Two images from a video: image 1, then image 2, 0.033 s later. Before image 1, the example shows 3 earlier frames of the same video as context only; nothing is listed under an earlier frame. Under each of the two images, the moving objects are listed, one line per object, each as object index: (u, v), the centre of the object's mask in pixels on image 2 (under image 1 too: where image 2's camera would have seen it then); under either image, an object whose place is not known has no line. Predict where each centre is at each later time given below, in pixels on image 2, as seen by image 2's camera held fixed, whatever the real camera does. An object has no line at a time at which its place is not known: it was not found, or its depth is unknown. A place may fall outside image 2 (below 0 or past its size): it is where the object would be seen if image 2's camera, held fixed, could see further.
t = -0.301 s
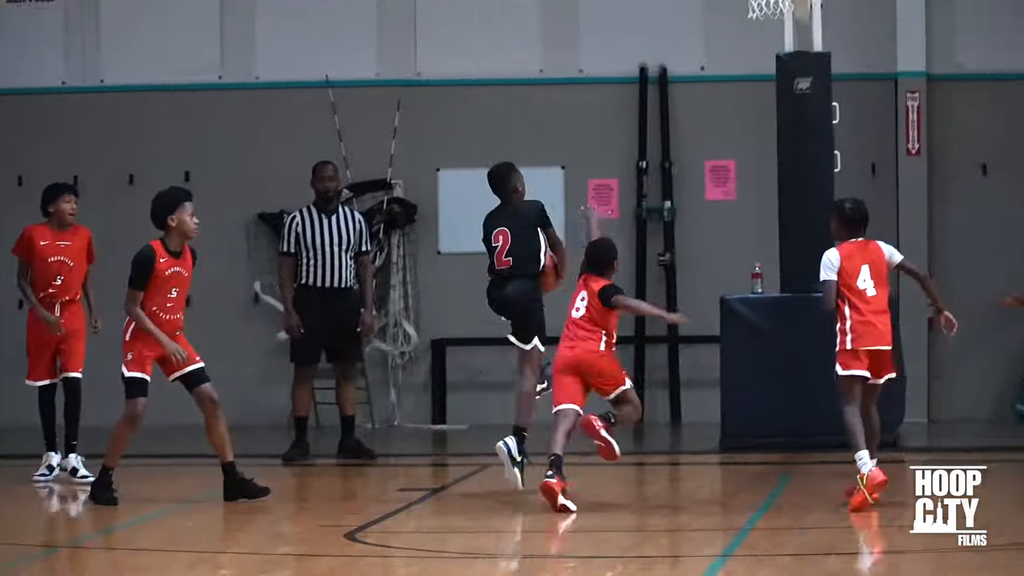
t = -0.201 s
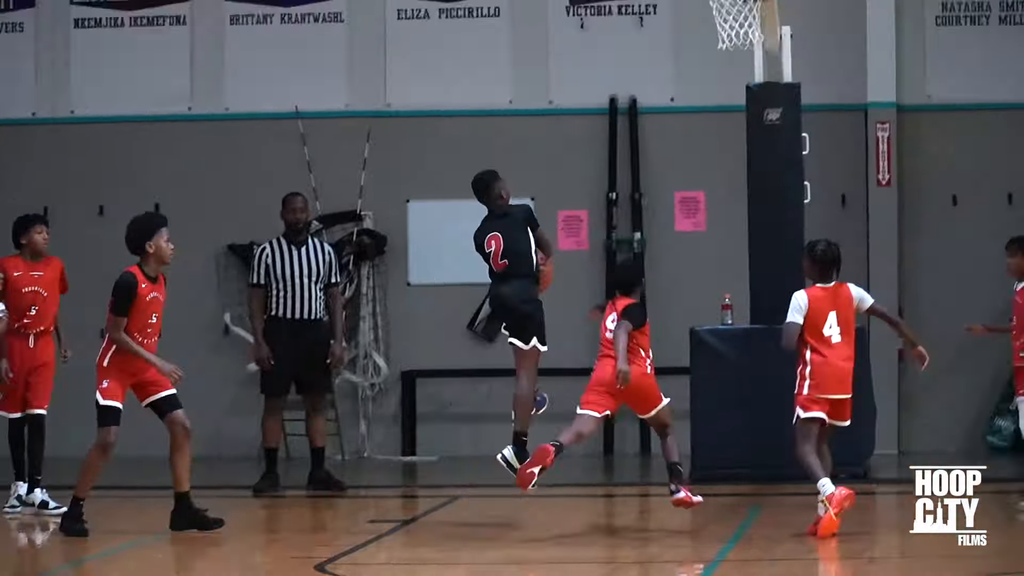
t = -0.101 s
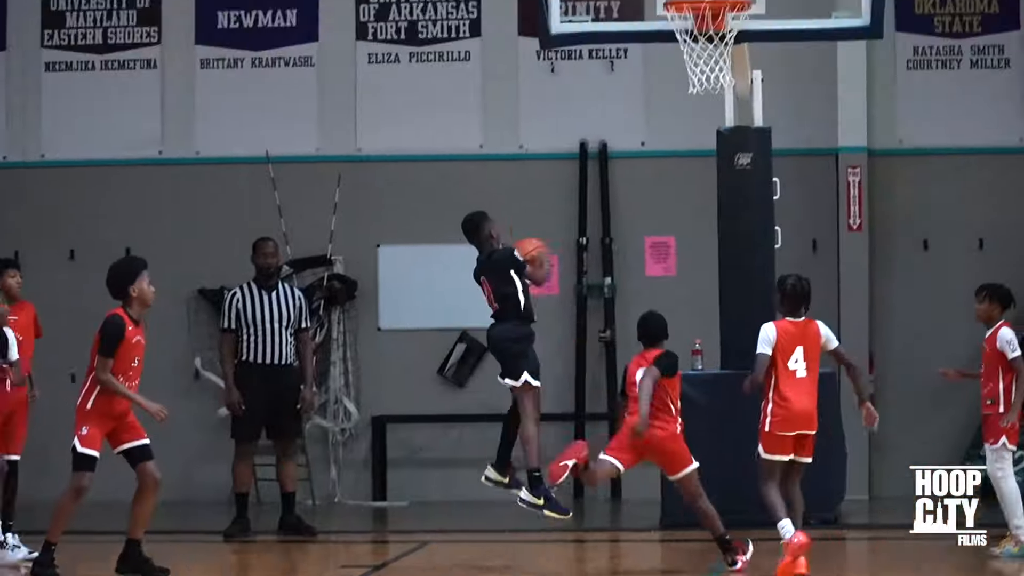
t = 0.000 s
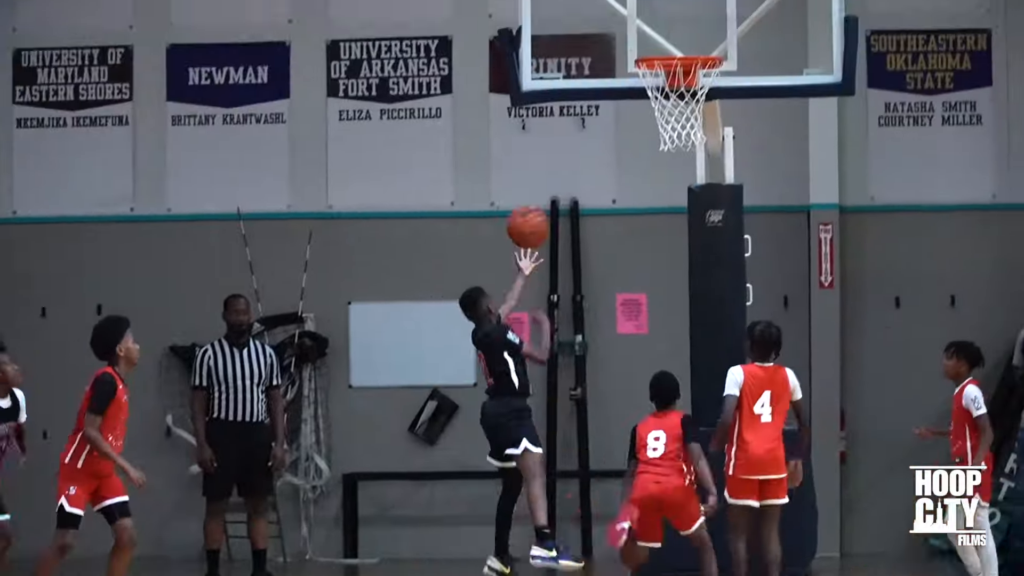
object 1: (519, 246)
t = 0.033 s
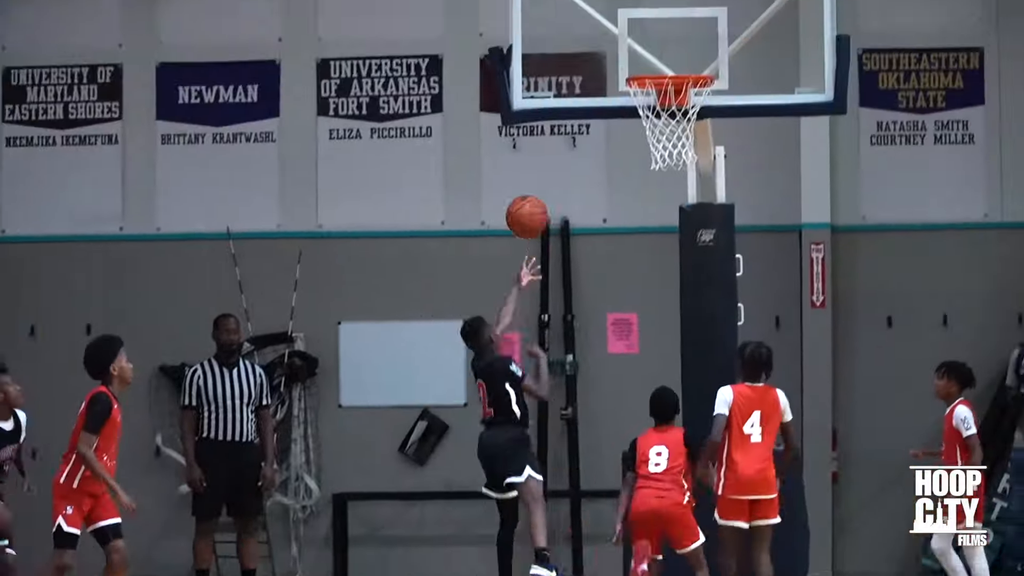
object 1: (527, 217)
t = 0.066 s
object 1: (535, 189)
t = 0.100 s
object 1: (544, 163)
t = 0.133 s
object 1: (552, 140)
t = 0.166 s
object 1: (561, 118)
